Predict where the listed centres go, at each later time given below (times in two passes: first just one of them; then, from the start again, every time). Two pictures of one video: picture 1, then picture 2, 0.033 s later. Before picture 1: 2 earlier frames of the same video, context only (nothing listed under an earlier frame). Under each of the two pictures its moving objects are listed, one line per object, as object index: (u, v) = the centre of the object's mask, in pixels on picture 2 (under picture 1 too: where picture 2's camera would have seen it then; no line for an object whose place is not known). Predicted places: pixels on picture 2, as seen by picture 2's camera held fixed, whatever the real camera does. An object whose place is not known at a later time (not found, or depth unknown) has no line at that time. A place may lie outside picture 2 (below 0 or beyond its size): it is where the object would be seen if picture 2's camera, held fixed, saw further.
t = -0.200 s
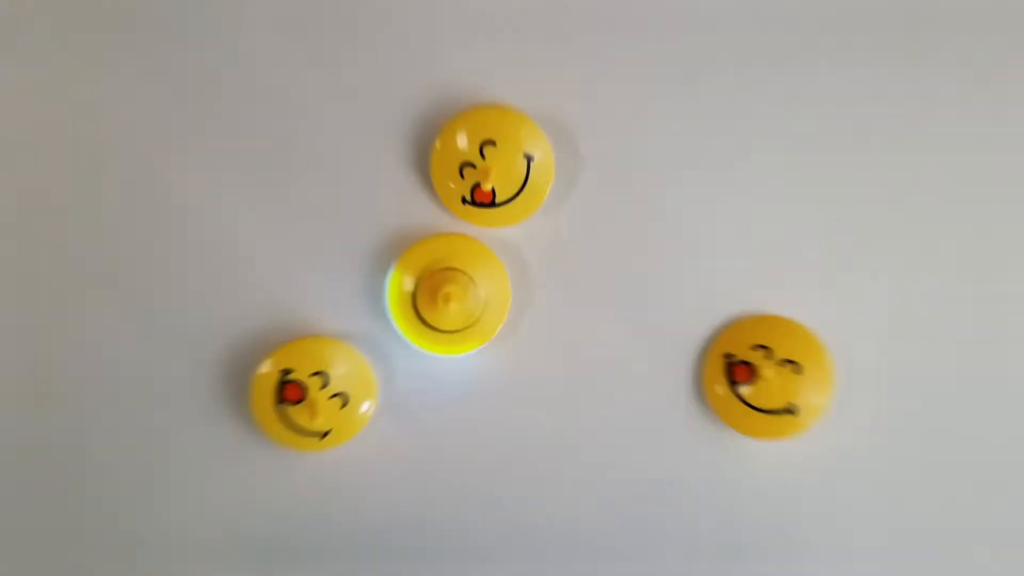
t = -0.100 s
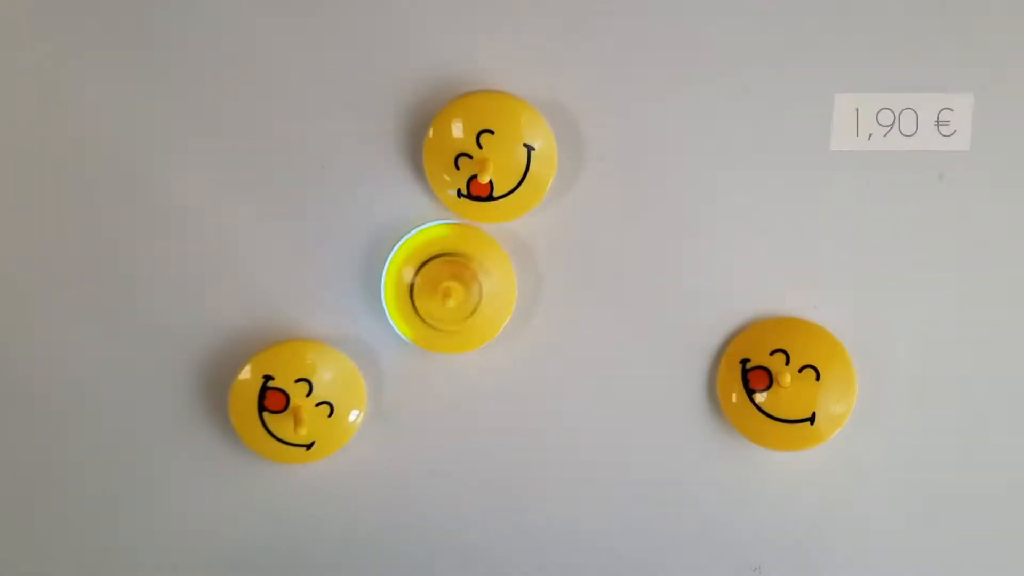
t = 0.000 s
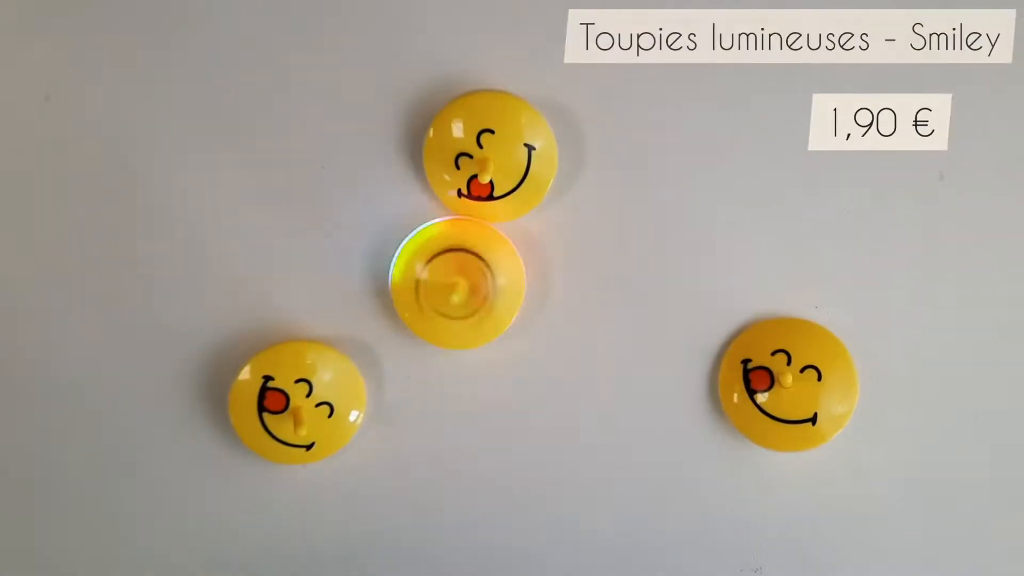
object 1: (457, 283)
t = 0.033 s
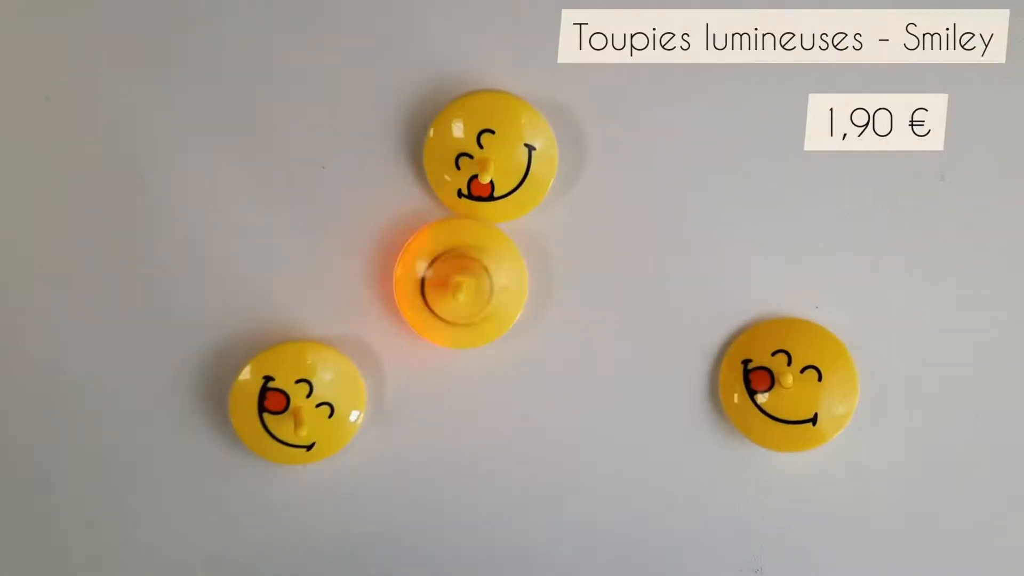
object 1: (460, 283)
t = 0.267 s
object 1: (480, 281)
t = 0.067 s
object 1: (464, 282)
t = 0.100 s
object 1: (467, 280)
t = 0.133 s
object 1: (469, 280)
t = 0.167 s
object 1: (473, 281)
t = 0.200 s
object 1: (475, 281)
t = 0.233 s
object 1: (478, 280)
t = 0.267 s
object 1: (480, 281)
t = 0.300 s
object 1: (483, 282)
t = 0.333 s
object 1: (487, 281)
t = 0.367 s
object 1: (489, 281)
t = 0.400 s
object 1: (490, 284)
